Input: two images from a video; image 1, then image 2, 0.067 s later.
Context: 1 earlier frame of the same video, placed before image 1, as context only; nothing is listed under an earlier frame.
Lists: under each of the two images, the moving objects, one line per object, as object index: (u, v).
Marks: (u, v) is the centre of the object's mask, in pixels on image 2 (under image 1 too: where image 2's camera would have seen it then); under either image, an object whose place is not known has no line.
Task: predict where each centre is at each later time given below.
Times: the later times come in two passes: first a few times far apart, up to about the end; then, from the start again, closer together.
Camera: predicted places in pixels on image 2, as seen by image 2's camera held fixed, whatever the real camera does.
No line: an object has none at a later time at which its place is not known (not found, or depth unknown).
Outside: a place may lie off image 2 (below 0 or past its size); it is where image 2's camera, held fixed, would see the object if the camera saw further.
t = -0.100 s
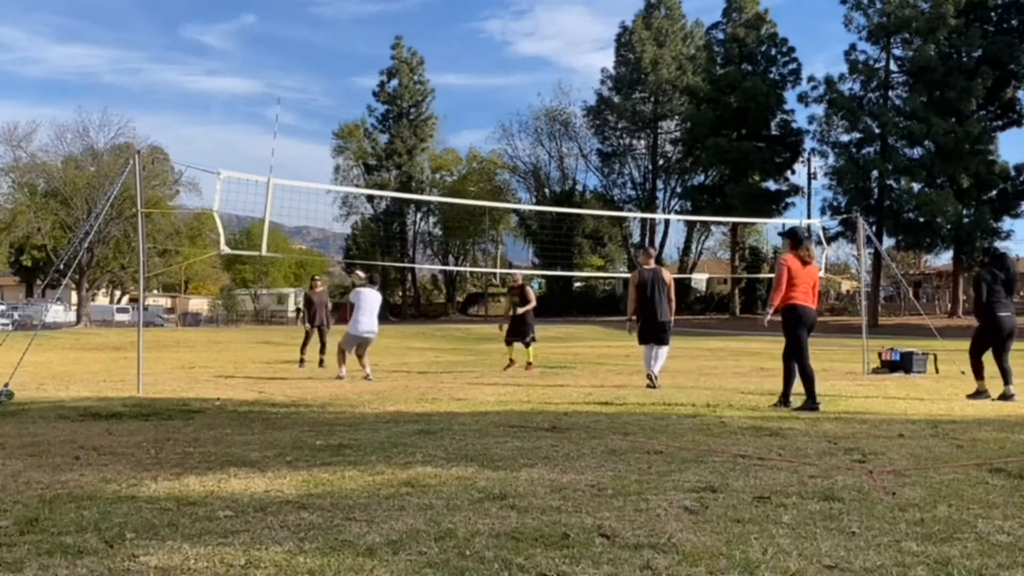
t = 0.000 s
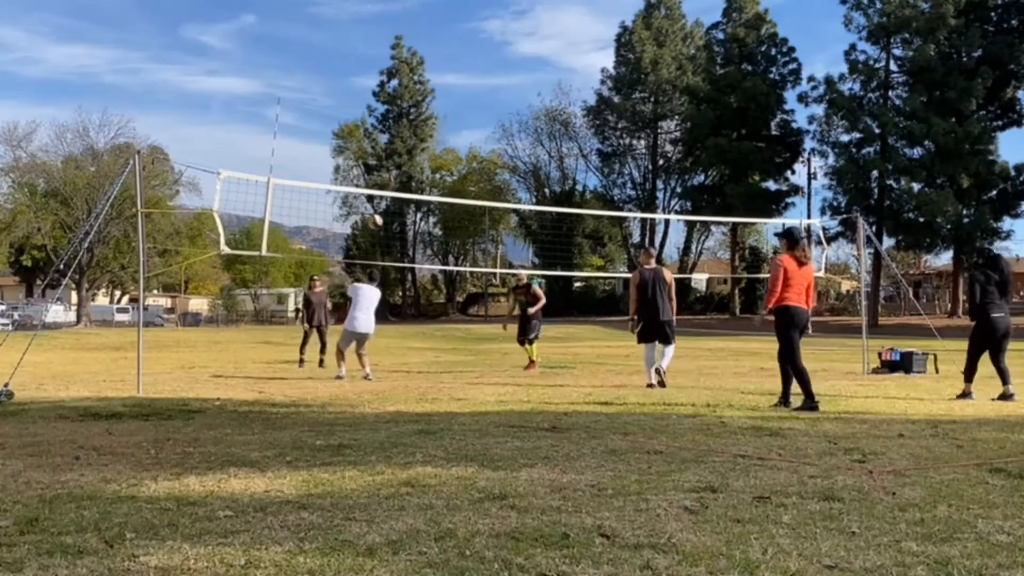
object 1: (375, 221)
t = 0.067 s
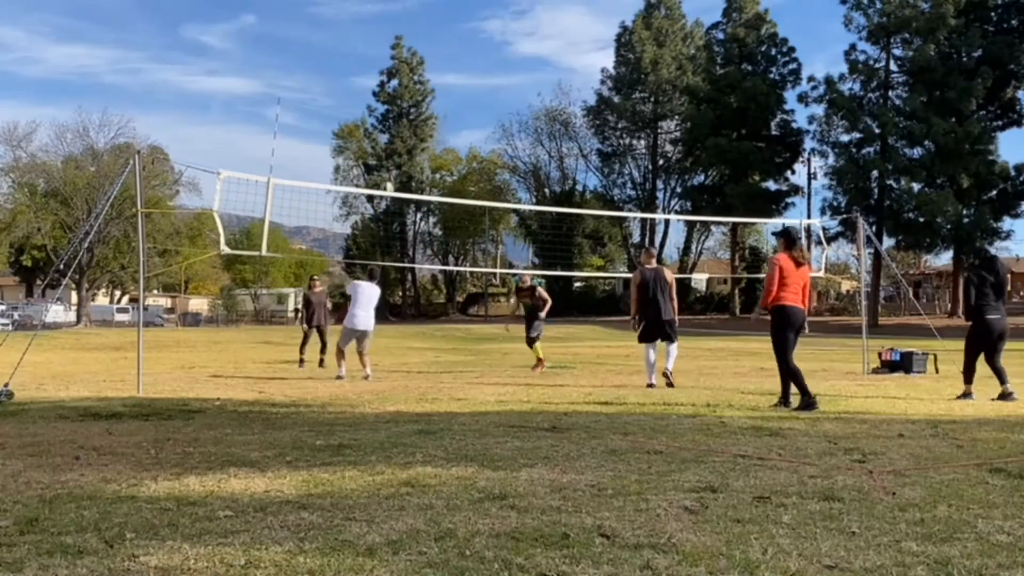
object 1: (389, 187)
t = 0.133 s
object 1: (398, 160)
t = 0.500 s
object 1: (451, 56)
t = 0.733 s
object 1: (482, 37)
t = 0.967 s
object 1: (511, 51)
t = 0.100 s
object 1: (393, 174)
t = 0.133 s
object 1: (398, 160)
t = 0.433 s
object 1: (442, 68)
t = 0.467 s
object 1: (447, 62)
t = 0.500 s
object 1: (451, 56)
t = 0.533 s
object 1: (456, 52)
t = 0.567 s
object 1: (460, 47)
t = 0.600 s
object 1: (464, 44)
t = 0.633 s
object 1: (469, 41)
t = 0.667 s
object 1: (473, 39)
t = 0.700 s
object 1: (478, 37)
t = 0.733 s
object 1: (482, 37)
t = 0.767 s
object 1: (487, 37)
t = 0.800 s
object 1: (491, 37)
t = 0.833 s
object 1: (495, 38)
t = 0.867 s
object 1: (499, 41)
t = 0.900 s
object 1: (503, 43)
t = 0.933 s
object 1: (507, 46)
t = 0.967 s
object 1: (511, 51)
